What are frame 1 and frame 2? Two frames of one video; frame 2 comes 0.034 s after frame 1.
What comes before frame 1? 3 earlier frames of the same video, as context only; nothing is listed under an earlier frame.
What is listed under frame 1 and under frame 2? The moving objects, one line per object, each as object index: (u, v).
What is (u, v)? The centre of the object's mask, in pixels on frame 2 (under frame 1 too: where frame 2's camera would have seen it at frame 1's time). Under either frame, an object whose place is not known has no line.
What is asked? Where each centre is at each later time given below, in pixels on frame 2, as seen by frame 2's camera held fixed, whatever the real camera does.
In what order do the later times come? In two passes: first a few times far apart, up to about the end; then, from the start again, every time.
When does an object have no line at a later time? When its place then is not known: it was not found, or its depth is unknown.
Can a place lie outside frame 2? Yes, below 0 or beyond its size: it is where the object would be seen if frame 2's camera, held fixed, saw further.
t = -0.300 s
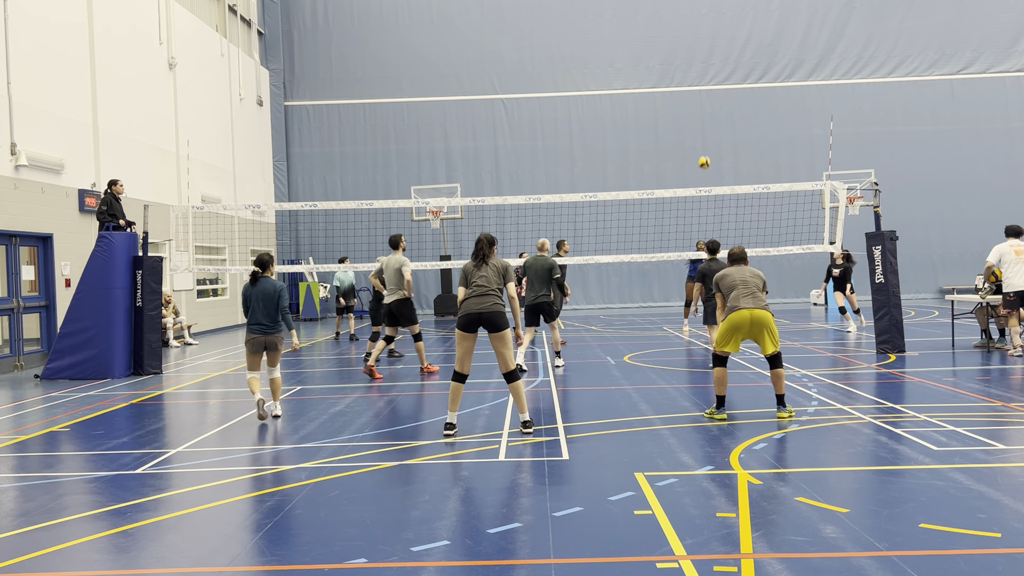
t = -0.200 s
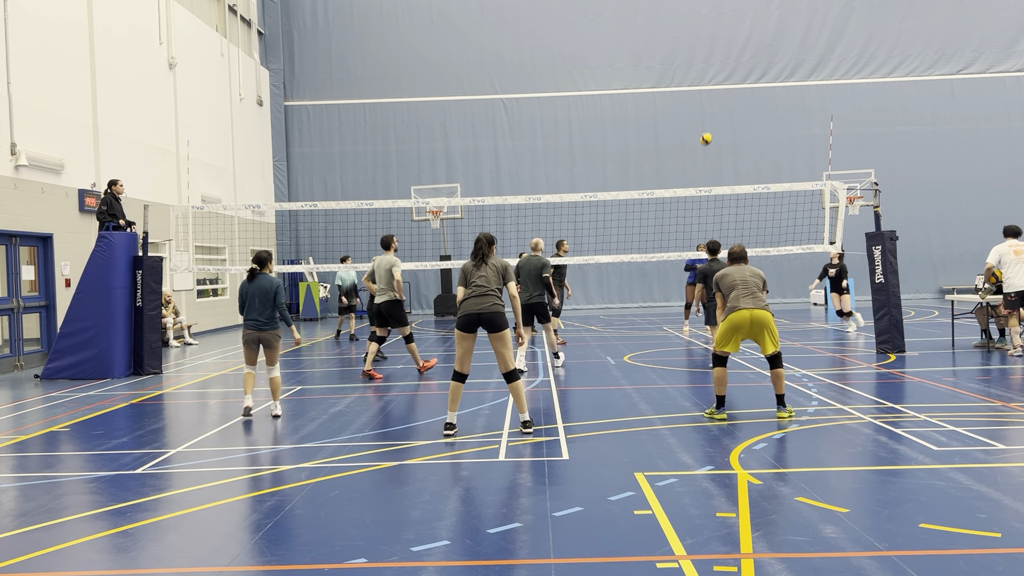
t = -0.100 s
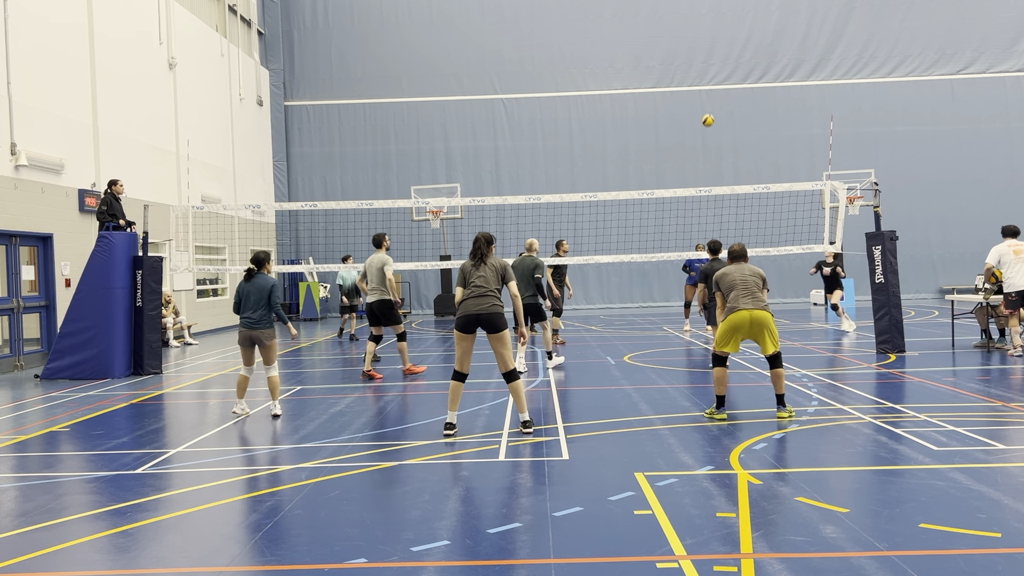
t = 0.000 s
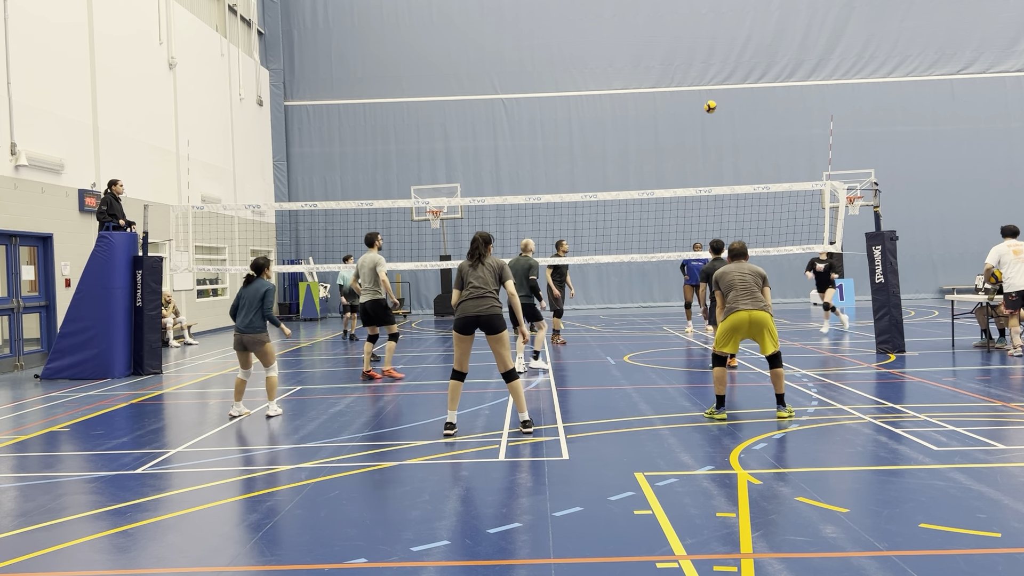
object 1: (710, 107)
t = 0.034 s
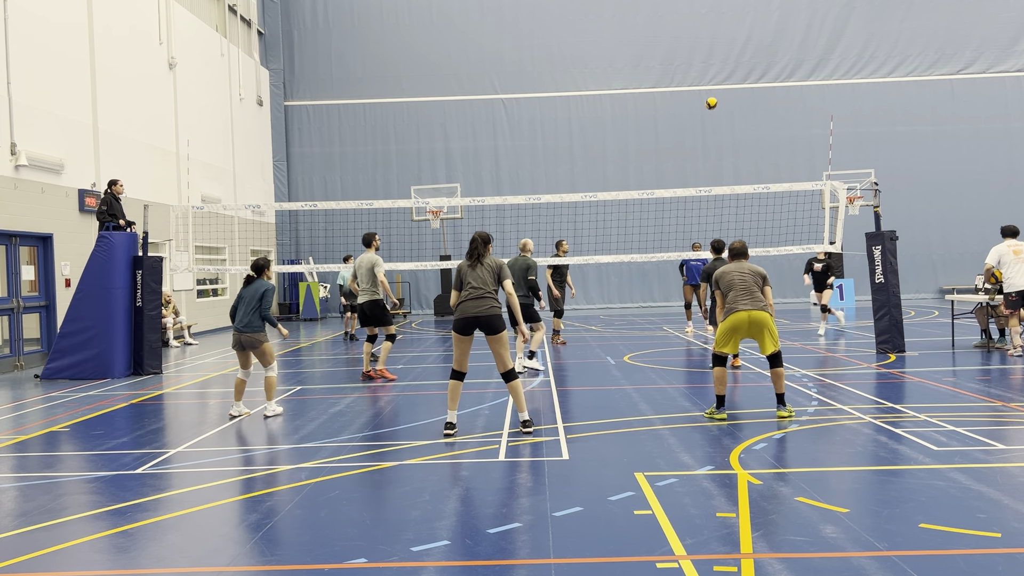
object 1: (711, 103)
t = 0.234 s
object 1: (716, 96)
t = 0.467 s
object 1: (723, 117)
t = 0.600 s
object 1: (727, 145)
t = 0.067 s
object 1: (712, 101)
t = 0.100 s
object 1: (713, 99)
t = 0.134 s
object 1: (713, 97)
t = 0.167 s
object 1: (714, 96)
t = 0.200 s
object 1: (715, 96)
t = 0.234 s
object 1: (716, 96)
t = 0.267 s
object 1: (717, 97)
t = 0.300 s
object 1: (718, 99)
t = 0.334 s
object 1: (719, 101)
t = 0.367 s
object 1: (720, 104)
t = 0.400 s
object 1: (721, 108)
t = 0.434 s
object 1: (722, 112)
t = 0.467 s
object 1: (723, 117)
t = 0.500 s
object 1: (724, 123)
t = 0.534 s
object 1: (725, 130)
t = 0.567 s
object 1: (726, 137)
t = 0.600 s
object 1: (727, 145)
